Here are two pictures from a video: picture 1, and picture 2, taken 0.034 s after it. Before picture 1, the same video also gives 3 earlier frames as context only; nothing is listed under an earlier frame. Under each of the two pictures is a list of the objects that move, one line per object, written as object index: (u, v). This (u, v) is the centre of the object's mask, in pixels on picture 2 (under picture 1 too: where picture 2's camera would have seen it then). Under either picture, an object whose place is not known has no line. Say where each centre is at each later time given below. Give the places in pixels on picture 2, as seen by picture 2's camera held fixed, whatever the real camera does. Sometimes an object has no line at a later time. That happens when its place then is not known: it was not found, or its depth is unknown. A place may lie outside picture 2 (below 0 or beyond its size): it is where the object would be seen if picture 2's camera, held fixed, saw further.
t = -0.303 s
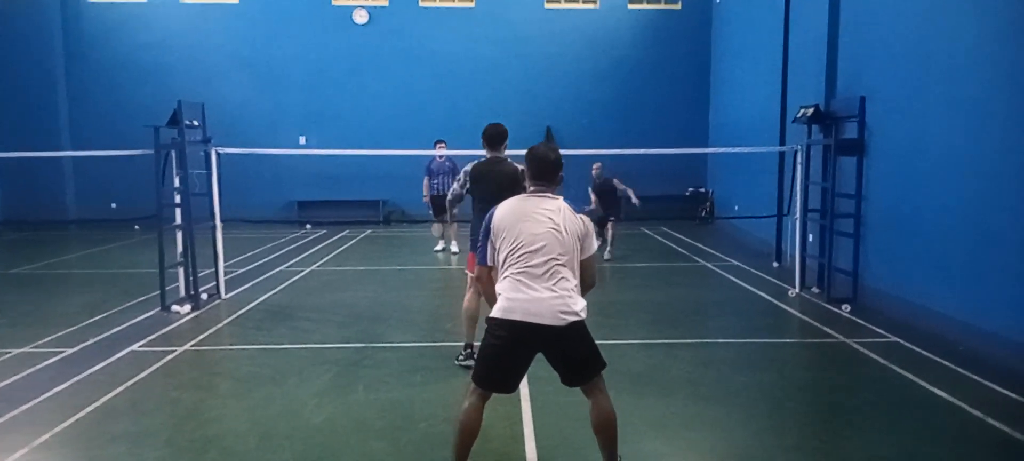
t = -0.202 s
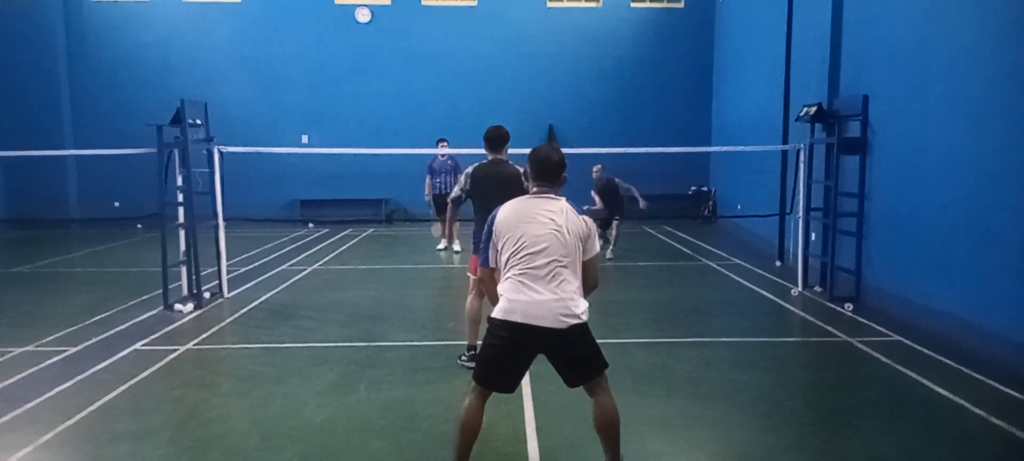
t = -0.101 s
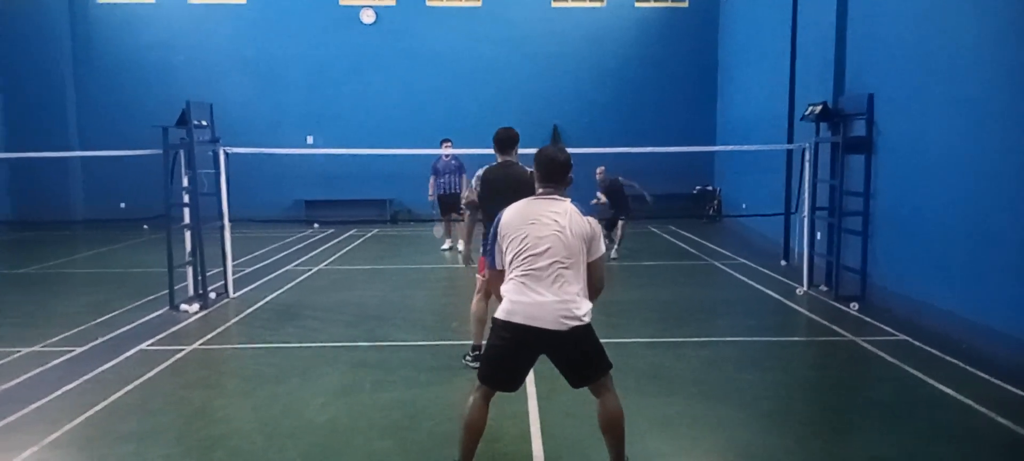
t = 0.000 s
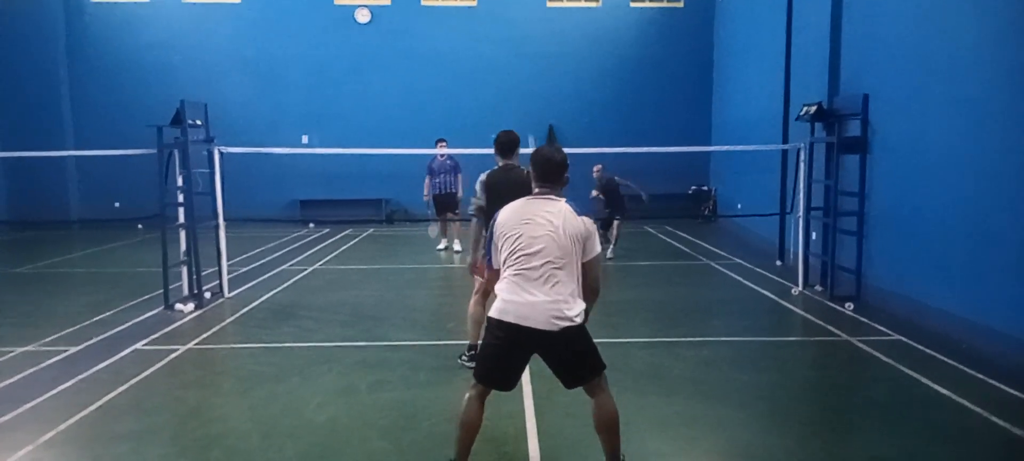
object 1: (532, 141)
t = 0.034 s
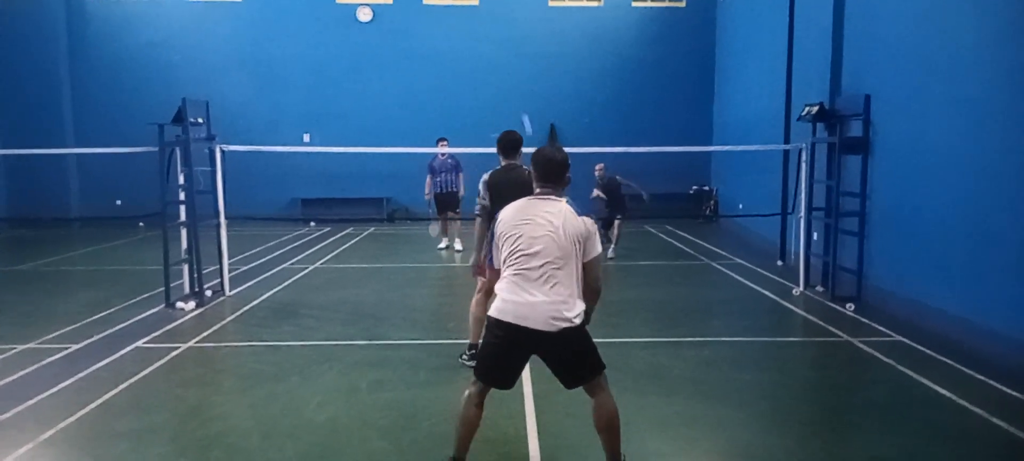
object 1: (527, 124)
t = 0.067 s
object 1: (519, 105)
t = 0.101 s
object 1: (511, 87)
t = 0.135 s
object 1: (504, 70)
